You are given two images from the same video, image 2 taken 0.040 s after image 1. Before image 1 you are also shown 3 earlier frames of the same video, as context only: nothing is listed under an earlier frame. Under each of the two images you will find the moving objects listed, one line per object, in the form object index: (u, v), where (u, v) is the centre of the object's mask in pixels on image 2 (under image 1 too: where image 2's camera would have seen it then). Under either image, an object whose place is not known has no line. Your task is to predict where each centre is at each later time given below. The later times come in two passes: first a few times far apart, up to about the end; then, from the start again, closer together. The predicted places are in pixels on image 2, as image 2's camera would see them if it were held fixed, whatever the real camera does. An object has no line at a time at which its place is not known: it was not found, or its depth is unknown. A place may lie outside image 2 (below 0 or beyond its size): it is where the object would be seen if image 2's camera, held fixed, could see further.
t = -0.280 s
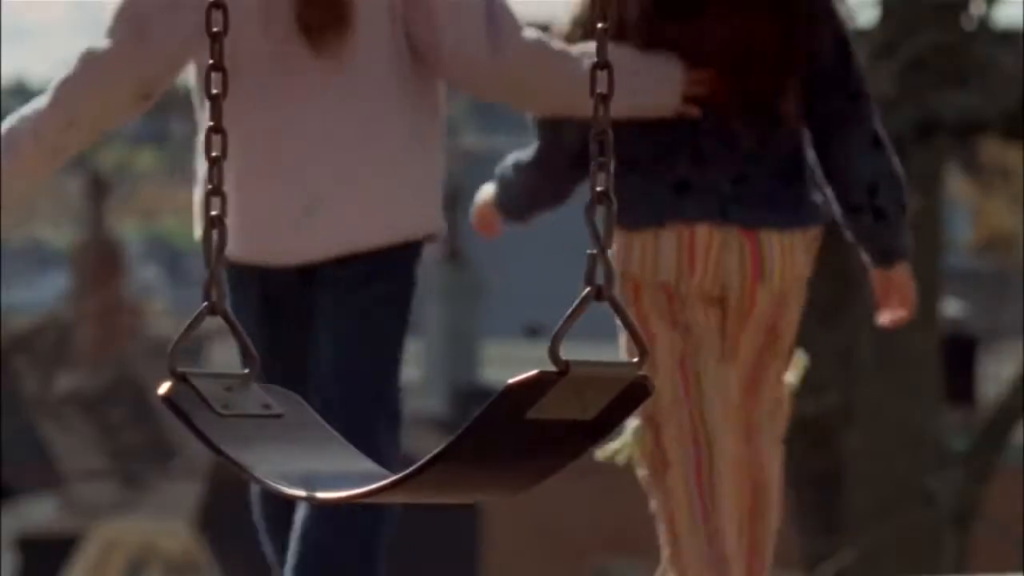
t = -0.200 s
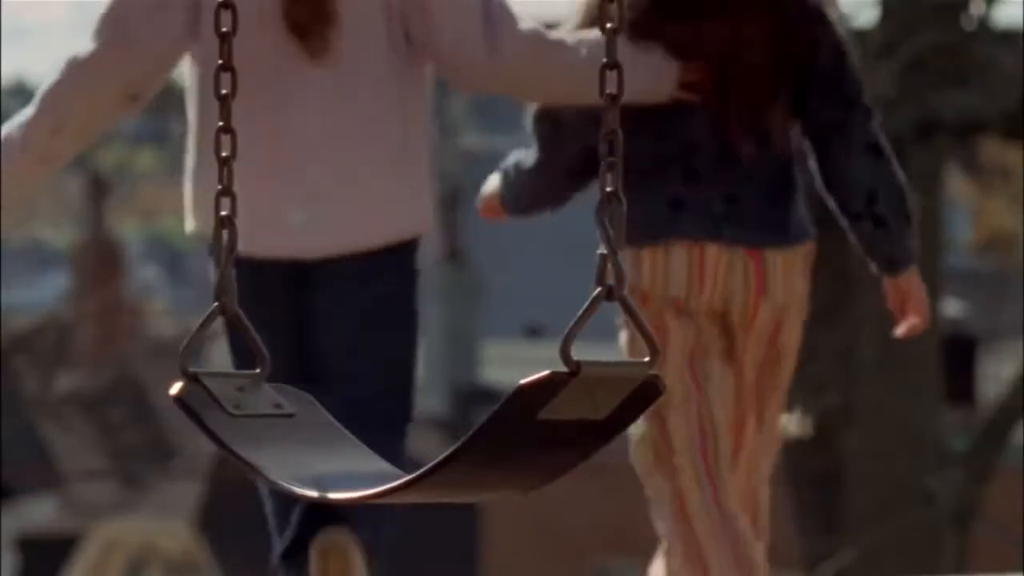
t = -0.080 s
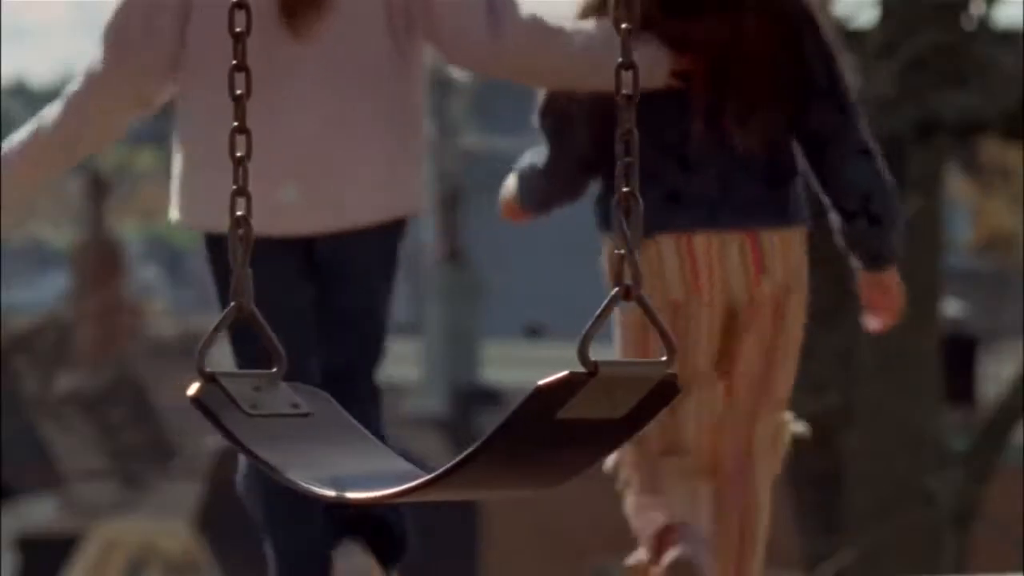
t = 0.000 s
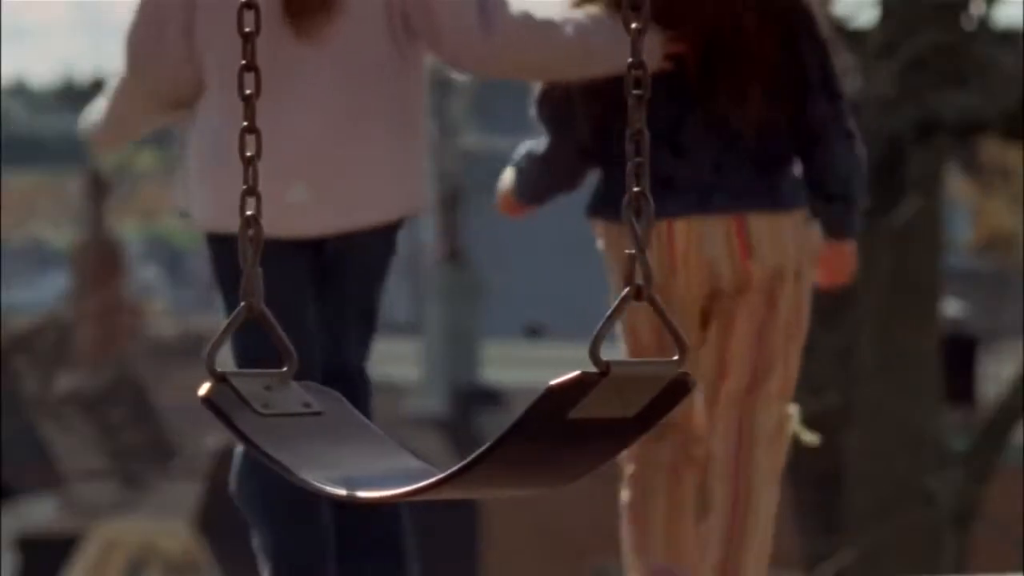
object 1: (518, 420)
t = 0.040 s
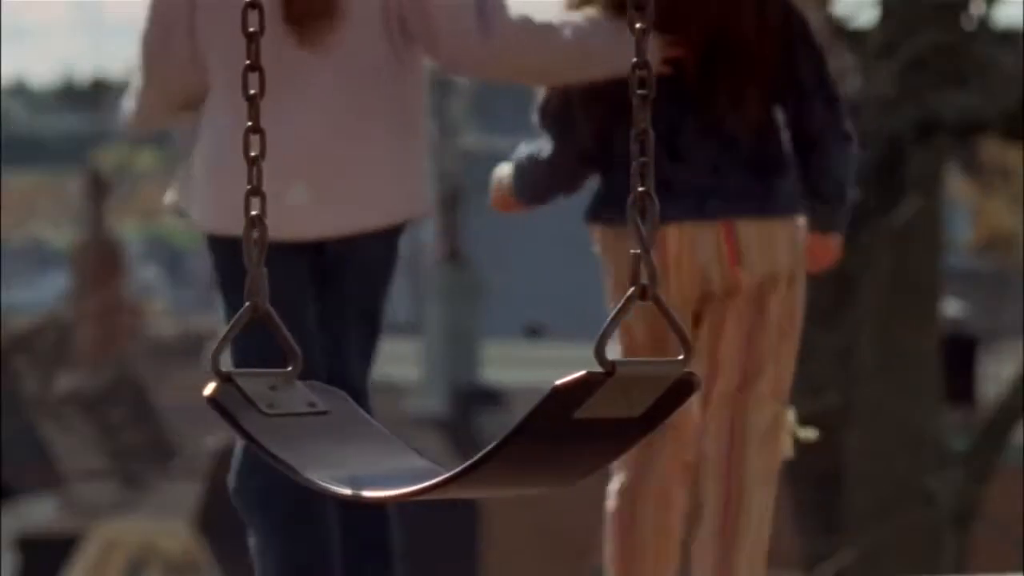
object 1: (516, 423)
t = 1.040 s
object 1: (517, 420)
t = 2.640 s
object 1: (511, 424)
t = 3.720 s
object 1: (517, 421)
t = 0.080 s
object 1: (516, 425)
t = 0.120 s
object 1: (519, 424)
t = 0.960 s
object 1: (522, 420)
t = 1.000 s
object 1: (524, 416)
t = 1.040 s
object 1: (517, 420)
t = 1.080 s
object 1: (516, 419)
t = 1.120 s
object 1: (517, 417)
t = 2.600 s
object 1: (509, 425)
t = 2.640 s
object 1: (511, 424)
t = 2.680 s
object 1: (511, 426)
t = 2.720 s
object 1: (520, 419)
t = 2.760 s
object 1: (517, 423)
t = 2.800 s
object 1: (522, 420)
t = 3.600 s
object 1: (519, 423)
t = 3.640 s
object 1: (523, 417)
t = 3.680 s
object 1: (518, 421)
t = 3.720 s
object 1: (517, 421)
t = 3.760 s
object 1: (517, 419)
